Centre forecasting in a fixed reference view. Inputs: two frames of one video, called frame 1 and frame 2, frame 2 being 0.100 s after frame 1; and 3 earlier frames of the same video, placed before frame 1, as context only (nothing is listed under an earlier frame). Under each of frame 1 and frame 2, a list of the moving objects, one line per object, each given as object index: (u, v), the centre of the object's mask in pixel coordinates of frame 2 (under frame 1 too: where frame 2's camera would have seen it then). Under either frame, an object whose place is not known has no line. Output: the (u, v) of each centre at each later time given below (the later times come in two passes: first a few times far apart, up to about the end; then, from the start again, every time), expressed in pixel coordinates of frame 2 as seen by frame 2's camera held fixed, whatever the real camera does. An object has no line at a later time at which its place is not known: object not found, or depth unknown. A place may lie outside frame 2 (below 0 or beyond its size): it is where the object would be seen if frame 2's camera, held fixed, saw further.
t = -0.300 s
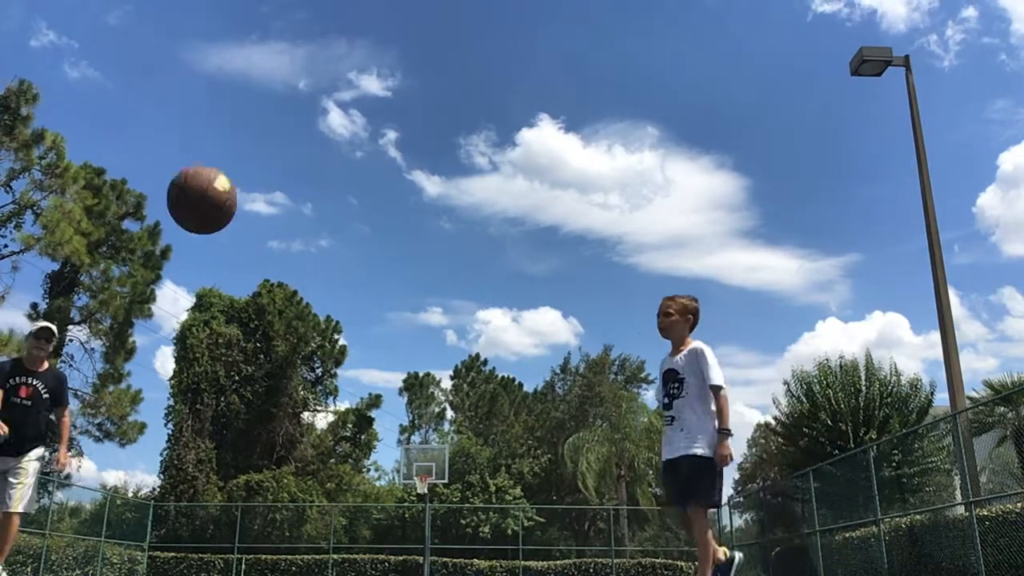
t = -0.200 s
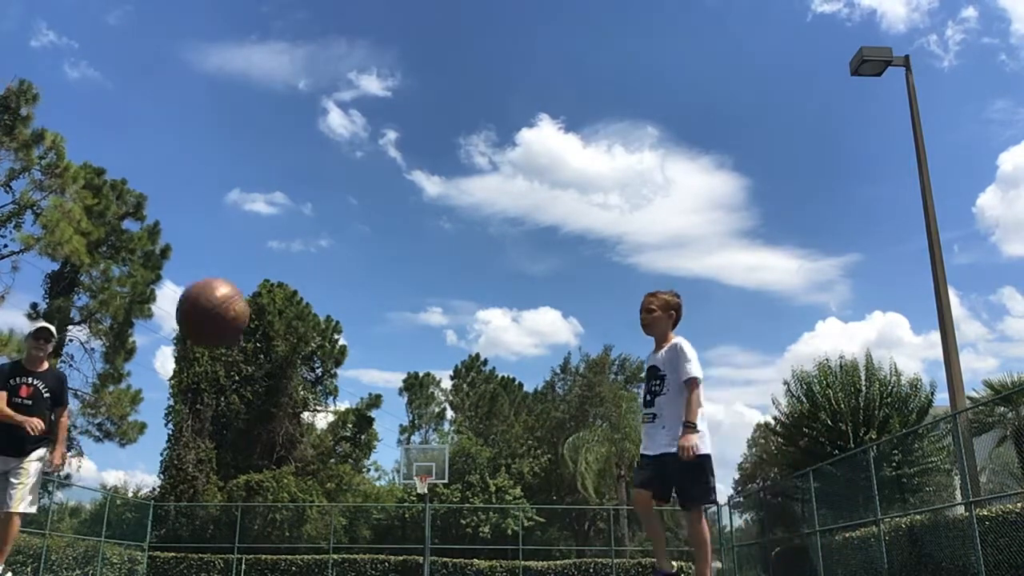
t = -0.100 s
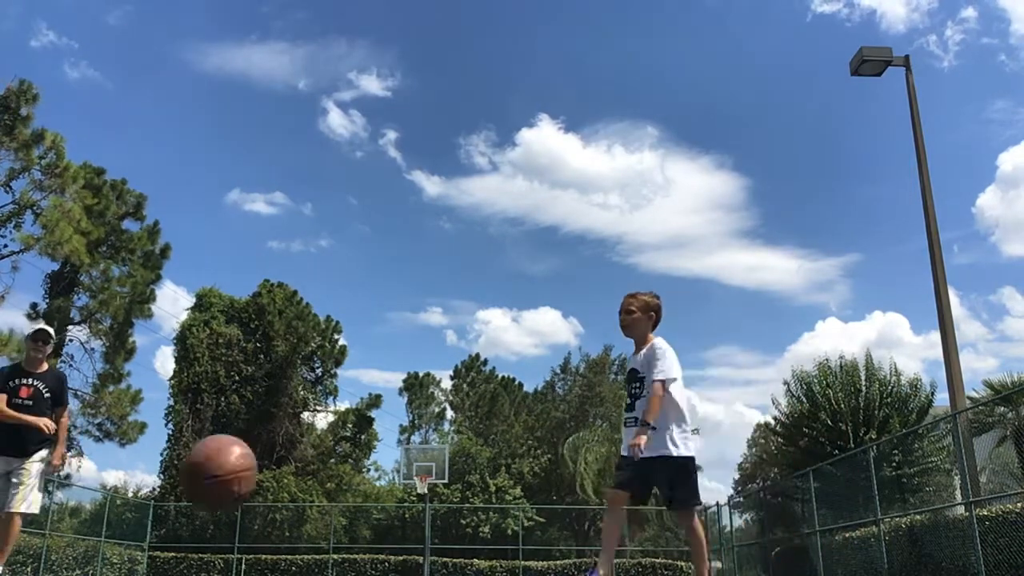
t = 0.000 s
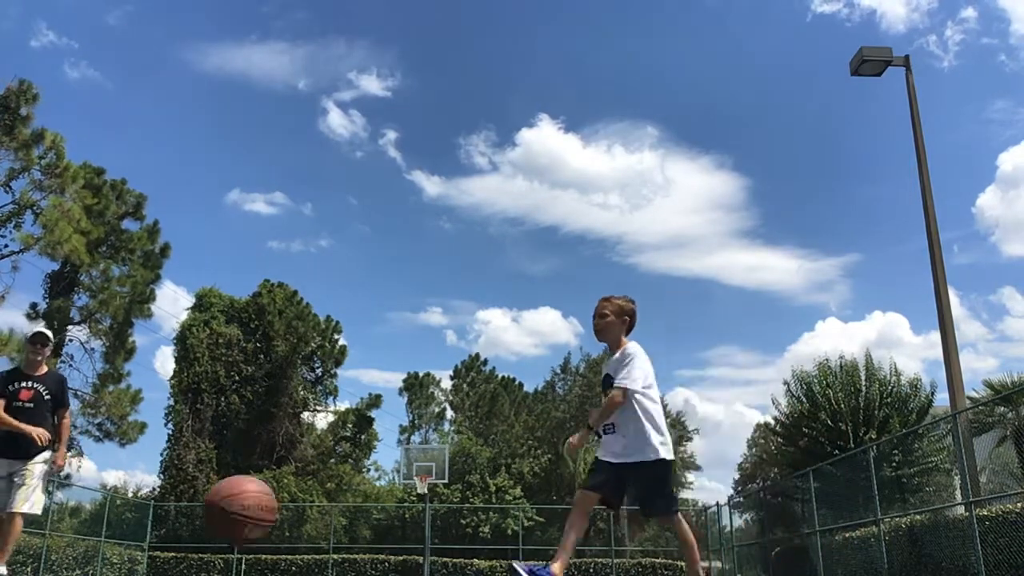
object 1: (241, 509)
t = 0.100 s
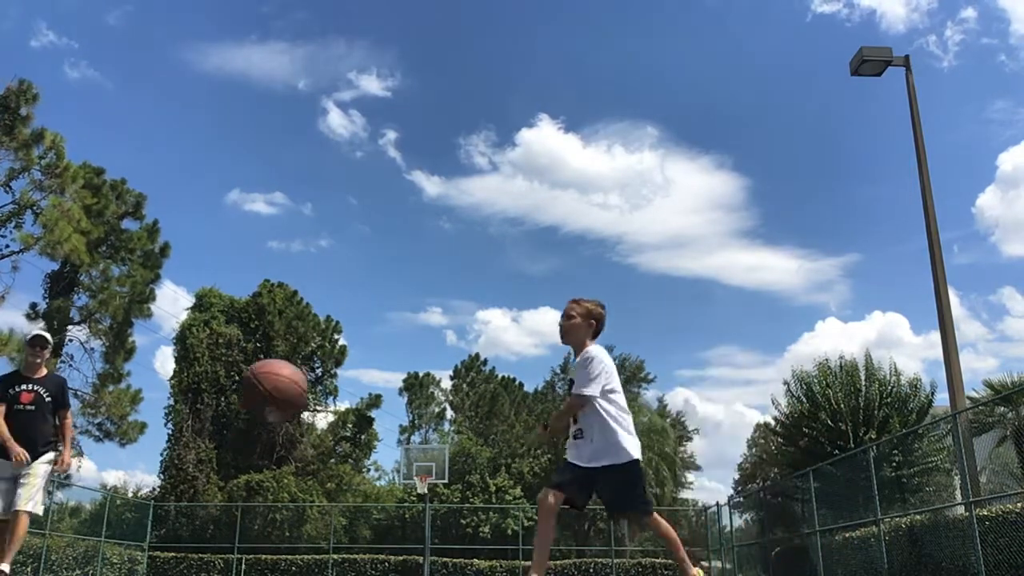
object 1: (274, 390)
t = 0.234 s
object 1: (309, 289)
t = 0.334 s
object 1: (333, 248)
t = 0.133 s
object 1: (284, 360)
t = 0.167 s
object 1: (293, 332)
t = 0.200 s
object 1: (301, 310)
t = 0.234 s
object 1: (309, 289)
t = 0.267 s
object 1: (317, 272)
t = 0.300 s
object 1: (325, 258)
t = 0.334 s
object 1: (333, 248)
